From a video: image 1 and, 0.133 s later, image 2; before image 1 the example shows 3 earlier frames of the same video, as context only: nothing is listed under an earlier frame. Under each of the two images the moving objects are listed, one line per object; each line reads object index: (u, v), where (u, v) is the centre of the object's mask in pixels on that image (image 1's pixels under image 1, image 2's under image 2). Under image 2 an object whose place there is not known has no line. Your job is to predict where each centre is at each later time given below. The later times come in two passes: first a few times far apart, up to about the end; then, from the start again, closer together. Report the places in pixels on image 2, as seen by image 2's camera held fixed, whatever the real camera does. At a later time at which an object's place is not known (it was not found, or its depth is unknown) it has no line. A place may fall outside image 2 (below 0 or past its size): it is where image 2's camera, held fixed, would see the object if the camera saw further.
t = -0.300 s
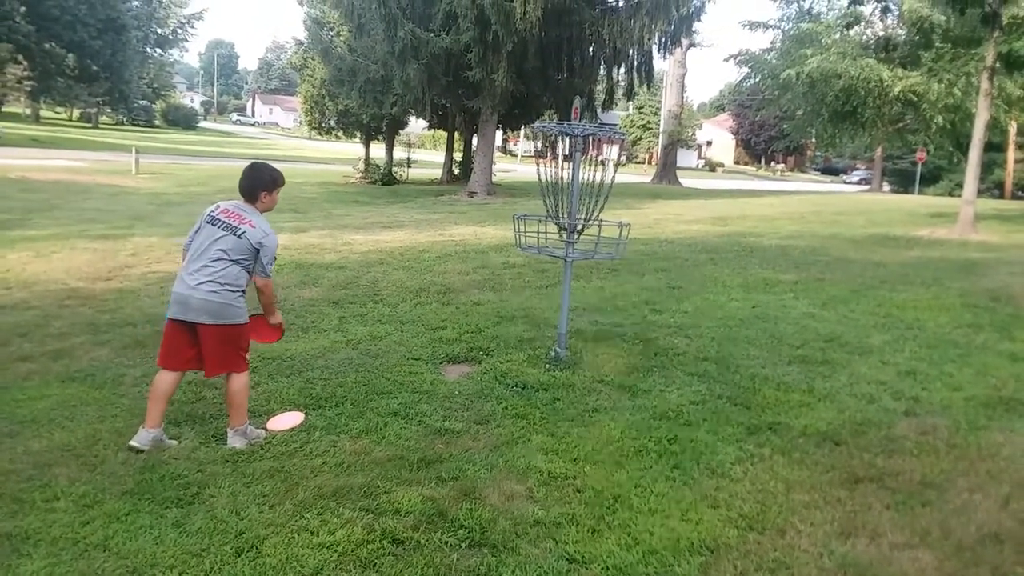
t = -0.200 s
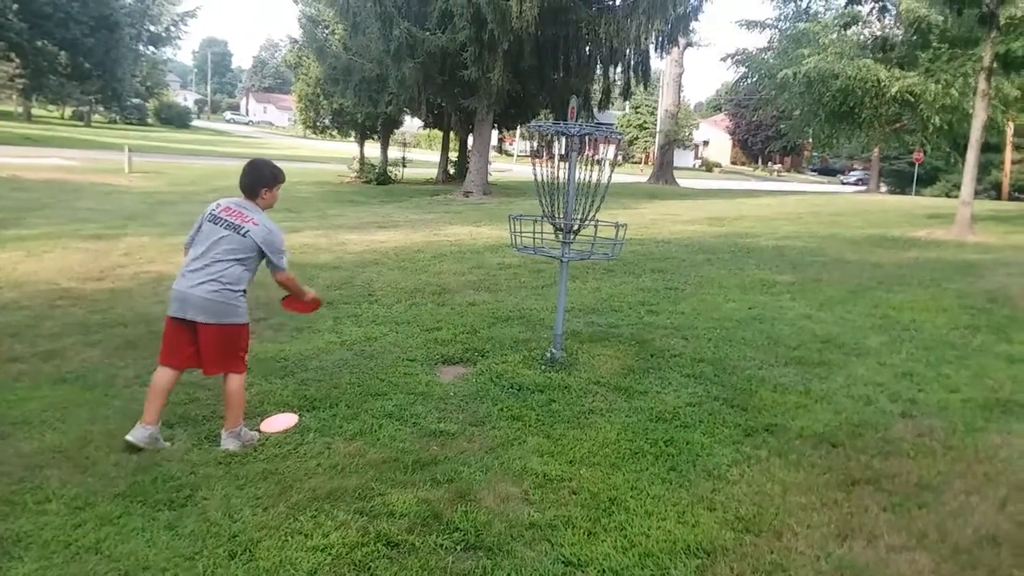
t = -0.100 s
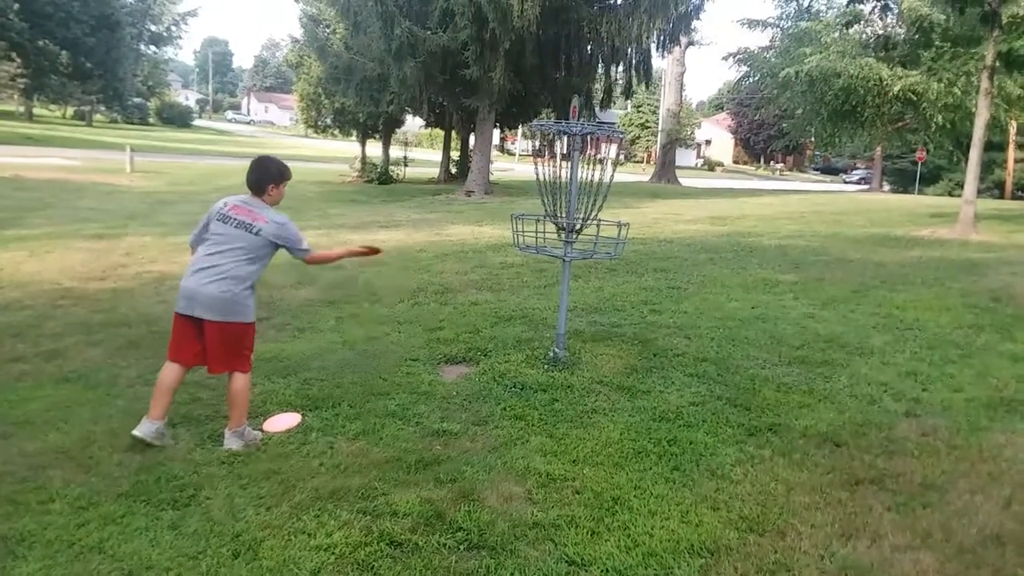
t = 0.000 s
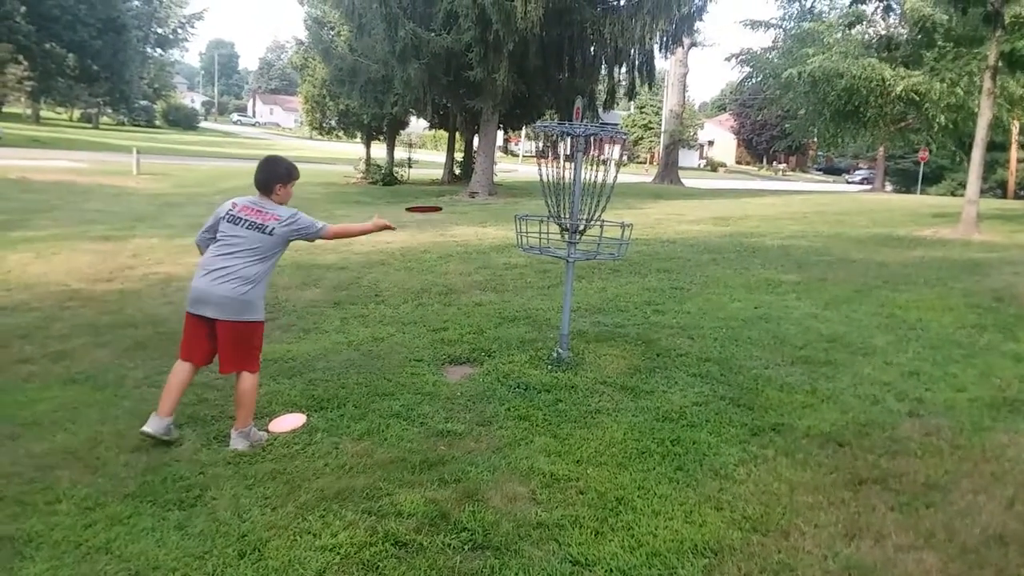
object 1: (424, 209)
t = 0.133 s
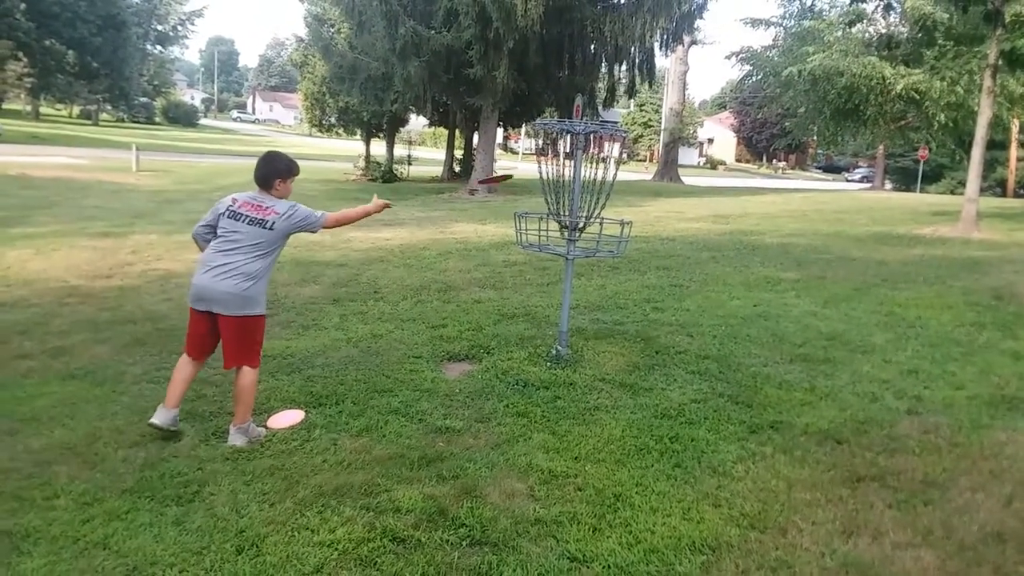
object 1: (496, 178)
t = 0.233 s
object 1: (541, 178)
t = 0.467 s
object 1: (560, 207)
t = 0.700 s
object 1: (537, 236)
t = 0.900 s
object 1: (537, 244)
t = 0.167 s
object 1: (512, 177)
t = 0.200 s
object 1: (529, 177)
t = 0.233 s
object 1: (541, 178)
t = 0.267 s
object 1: (552, 180)
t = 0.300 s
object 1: (558, 184)
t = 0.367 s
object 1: (565, 192)
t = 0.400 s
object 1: (565, 198)
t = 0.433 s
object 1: (563, 205)
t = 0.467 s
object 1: (560, 207)
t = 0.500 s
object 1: (556, 208)
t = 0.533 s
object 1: (557, 212)
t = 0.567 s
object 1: (554, 213)
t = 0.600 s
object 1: (550, 217)
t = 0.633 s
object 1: (546, 222)
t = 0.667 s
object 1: (541, 229)
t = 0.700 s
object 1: (537, 236)
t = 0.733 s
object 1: (538, 235)
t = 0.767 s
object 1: (539, 235)
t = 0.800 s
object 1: (539, 237)
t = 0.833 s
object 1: (540, 238)
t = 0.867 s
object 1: (540, 240)
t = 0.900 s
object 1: (537, 244)
